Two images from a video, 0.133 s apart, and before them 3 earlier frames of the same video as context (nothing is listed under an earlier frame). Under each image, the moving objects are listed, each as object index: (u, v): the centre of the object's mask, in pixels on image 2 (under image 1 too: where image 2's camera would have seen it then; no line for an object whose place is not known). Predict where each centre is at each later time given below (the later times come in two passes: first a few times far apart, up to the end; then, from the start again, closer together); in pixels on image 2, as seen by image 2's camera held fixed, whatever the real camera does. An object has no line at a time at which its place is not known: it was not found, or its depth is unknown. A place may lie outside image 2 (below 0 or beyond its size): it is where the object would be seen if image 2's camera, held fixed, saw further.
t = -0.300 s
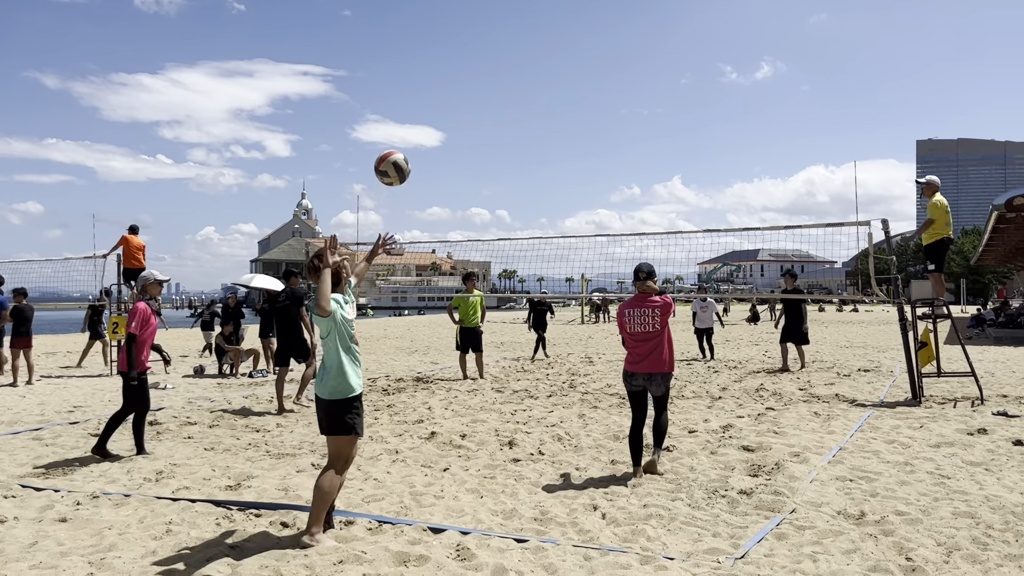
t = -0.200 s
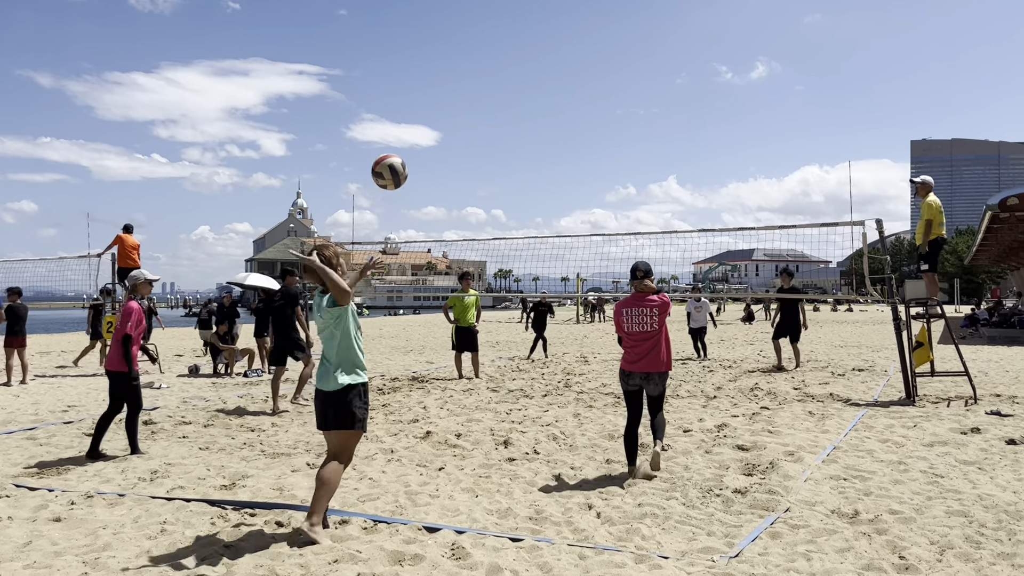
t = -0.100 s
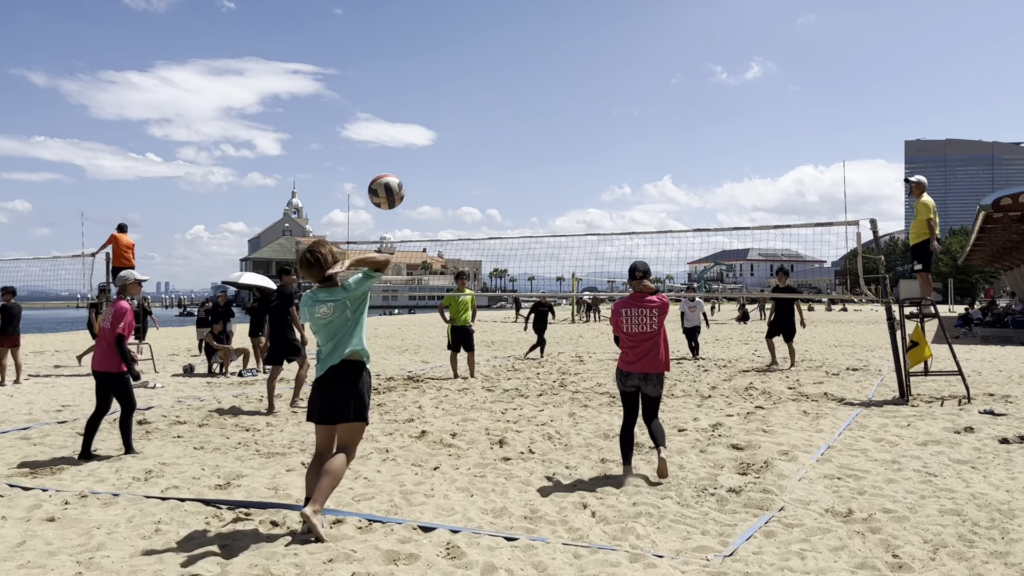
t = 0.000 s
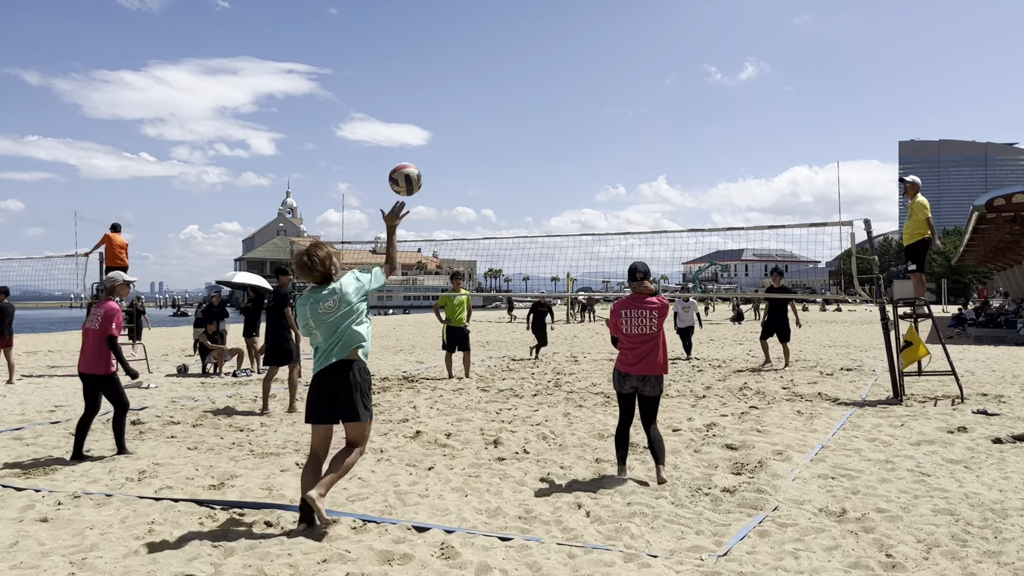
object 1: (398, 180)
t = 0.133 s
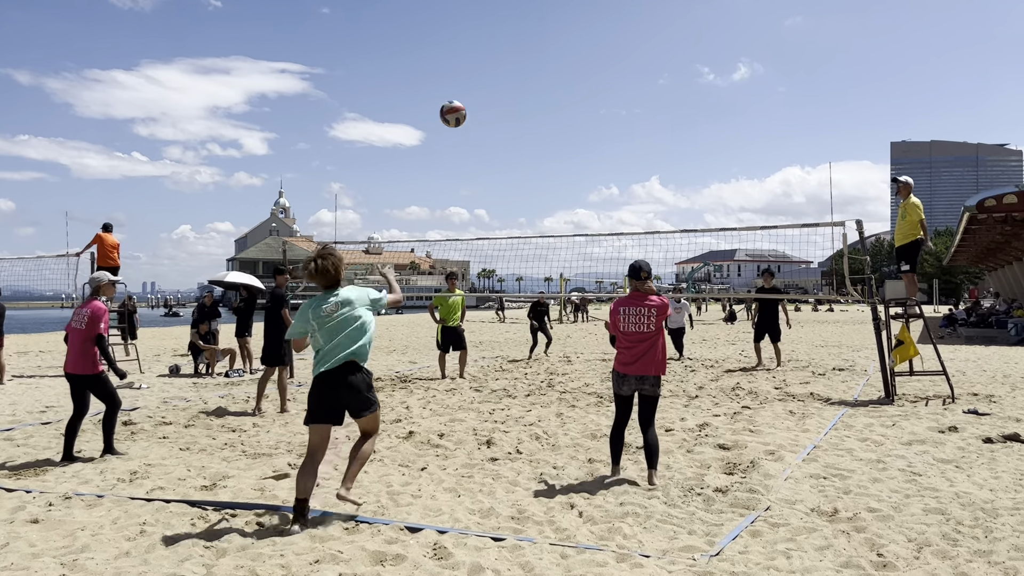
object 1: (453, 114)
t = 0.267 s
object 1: (488, 83)
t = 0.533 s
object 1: (535, 83)
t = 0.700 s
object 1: (558, 105)
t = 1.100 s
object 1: (589, 190)
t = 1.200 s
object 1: (591, 216)
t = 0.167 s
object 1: (463, 104)
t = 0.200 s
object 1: (472, 95)
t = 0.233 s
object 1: (480, 89)
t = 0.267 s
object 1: (488, 83)
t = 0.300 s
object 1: (495, 80)
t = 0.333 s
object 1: (502, 77)
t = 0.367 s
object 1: (508, 75)
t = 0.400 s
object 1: (514, 75)
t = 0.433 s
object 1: (519, 76)
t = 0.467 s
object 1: (525, 77)
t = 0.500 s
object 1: (530, 79)
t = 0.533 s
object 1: (535, 83)
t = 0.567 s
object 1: (540, 86)
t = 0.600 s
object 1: (545, 90)
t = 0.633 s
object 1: (549, 95)
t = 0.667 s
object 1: (554, 99)
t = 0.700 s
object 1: (558, 105)
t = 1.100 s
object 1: (589, 190)
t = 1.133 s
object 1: (590, 199)
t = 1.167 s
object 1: (591, 208)
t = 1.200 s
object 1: (591, 216)
